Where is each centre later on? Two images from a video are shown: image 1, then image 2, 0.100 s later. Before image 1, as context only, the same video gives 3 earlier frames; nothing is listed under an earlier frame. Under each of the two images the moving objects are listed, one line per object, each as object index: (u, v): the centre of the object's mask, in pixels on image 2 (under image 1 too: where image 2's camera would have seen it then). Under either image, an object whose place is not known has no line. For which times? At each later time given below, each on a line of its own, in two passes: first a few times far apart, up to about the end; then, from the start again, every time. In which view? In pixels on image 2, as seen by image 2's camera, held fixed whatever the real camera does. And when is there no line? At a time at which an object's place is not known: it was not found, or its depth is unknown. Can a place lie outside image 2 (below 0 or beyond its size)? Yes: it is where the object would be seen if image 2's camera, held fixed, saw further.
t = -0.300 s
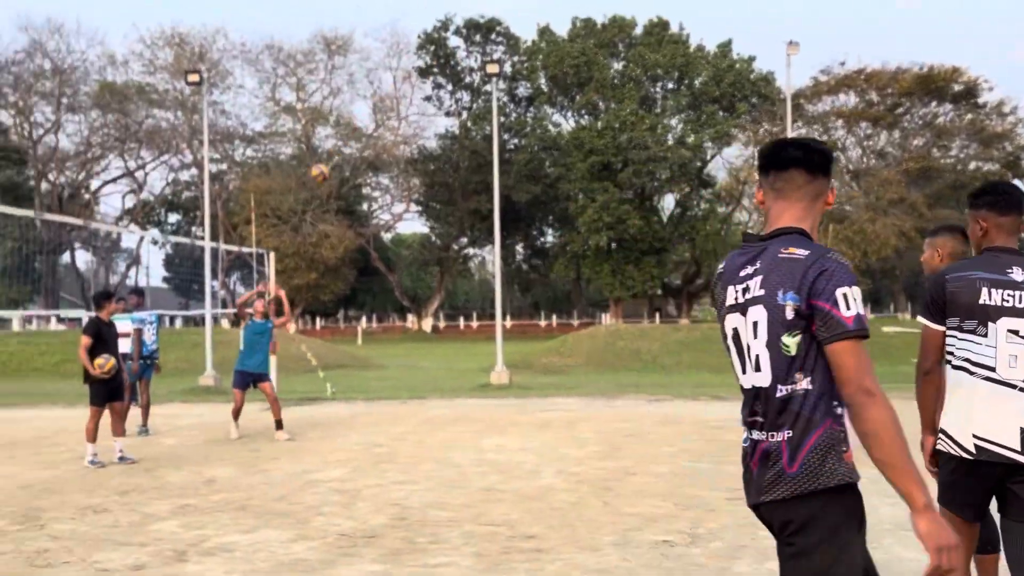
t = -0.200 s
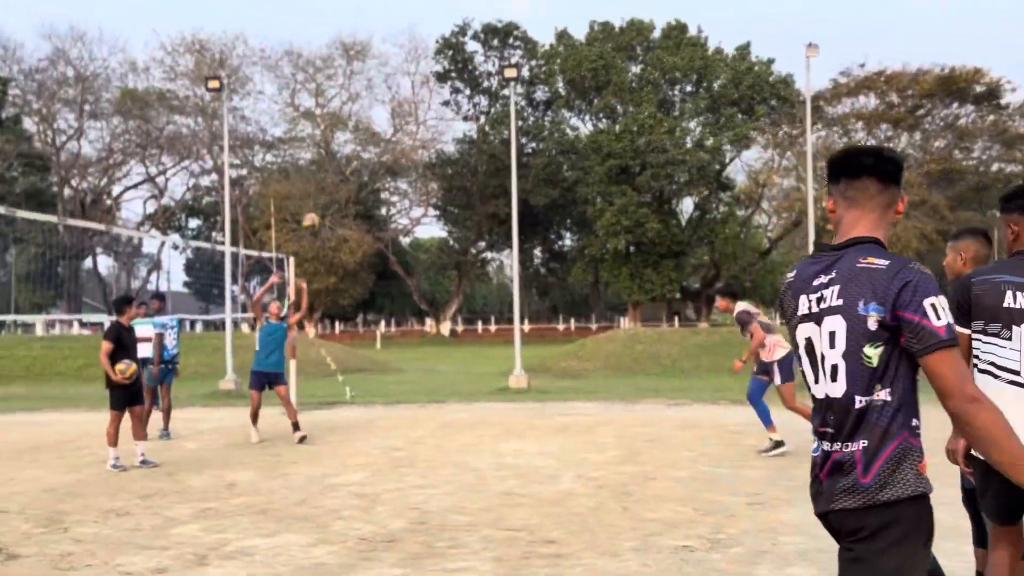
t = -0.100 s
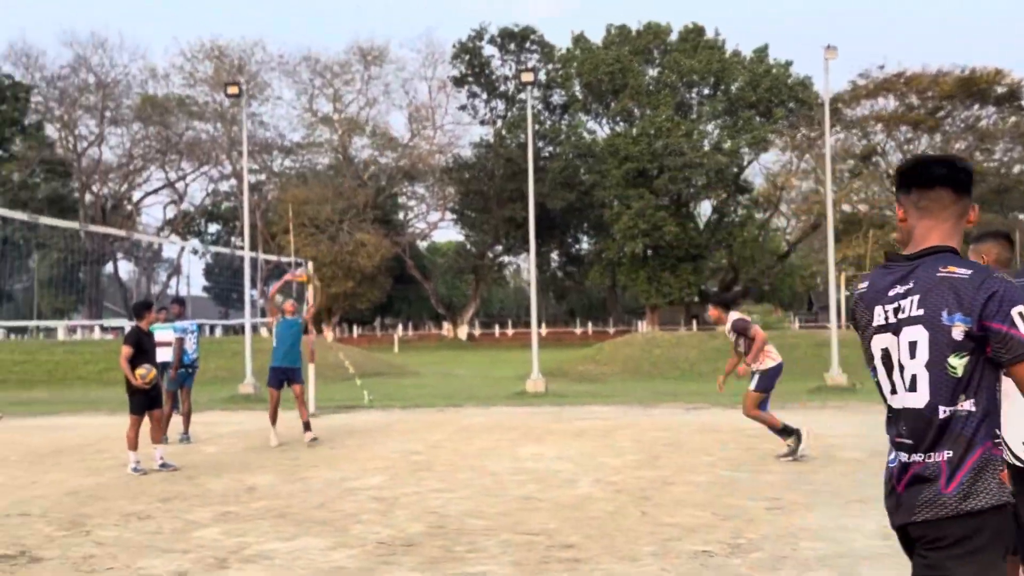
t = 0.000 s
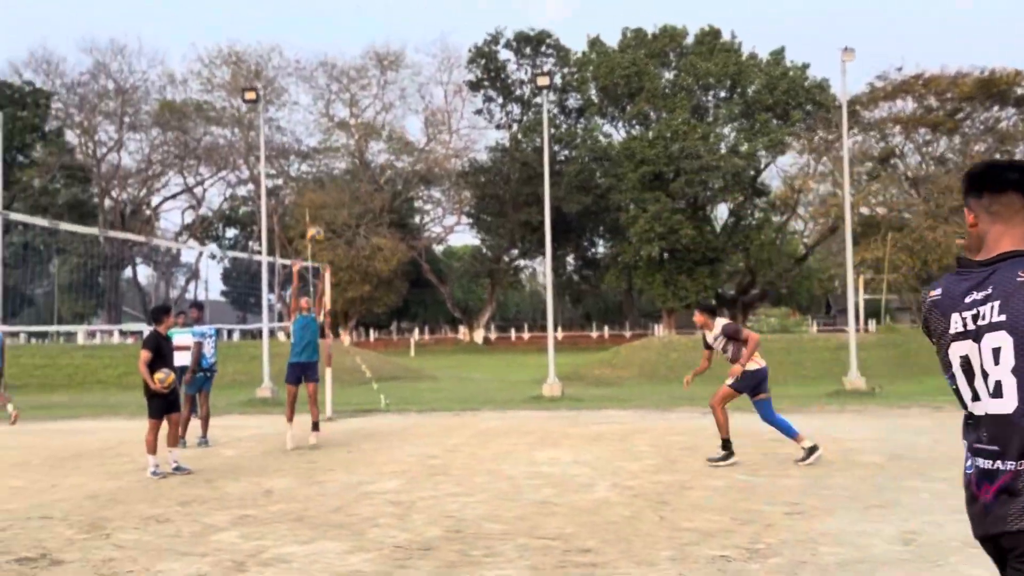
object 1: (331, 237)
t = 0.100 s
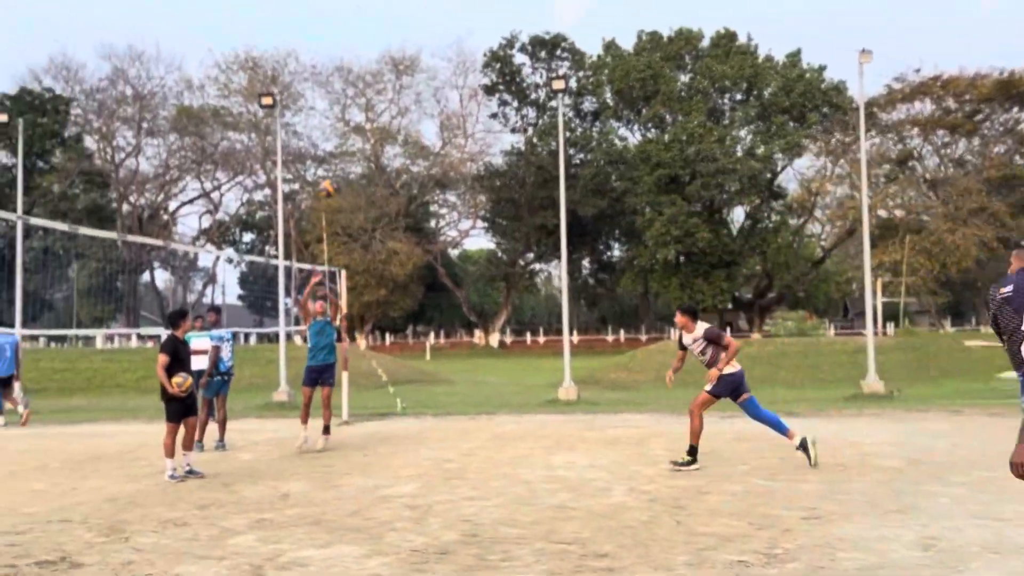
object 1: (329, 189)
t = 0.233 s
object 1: (324, 134)
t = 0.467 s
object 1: (319, 71)
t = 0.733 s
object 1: (314, 52)
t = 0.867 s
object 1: (312, 65)
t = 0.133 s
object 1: (327, 175)
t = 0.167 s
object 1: (325, 161)
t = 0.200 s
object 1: (326, 147)
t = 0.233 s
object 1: (324, 134)
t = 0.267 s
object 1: (324, 122)
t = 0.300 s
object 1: (322, 112)
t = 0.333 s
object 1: (322, 101)
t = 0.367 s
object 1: (321, 93)
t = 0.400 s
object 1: (321, 85)
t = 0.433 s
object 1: (319, 76)
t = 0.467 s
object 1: (319, 71)
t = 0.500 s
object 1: (318, 65)
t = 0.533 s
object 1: (317, 60)
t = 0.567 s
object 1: (317, 56)
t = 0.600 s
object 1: (316, 54)
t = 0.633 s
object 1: (316, 52)
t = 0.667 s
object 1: (315, 51)
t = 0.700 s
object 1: (314, 51)
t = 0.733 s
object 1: (314, 52)
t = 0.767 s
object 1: (313, 54)
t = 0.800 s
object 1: (313, 57)
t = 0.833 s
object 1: (313, 61)
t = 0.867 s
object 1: (312, 65)
